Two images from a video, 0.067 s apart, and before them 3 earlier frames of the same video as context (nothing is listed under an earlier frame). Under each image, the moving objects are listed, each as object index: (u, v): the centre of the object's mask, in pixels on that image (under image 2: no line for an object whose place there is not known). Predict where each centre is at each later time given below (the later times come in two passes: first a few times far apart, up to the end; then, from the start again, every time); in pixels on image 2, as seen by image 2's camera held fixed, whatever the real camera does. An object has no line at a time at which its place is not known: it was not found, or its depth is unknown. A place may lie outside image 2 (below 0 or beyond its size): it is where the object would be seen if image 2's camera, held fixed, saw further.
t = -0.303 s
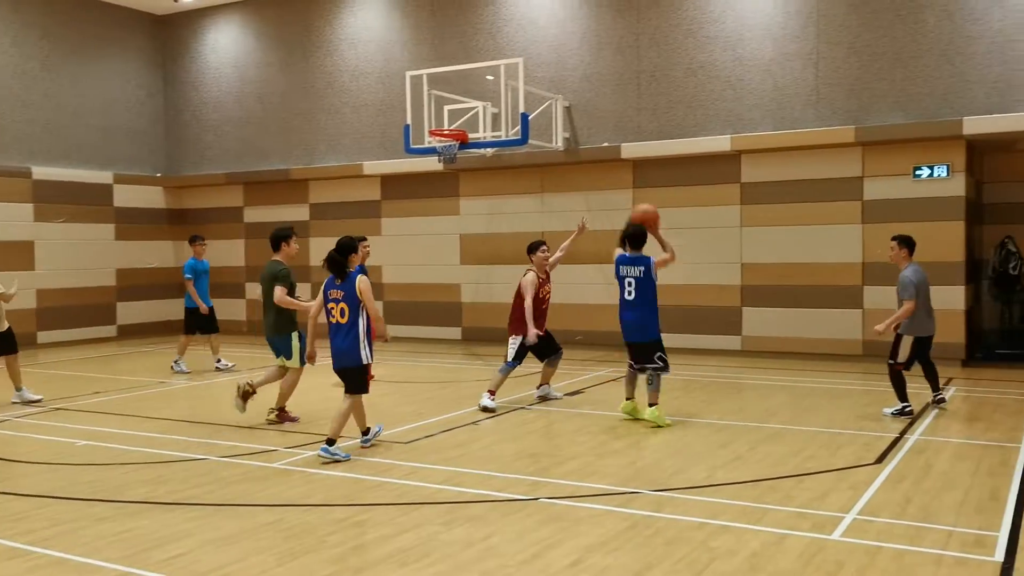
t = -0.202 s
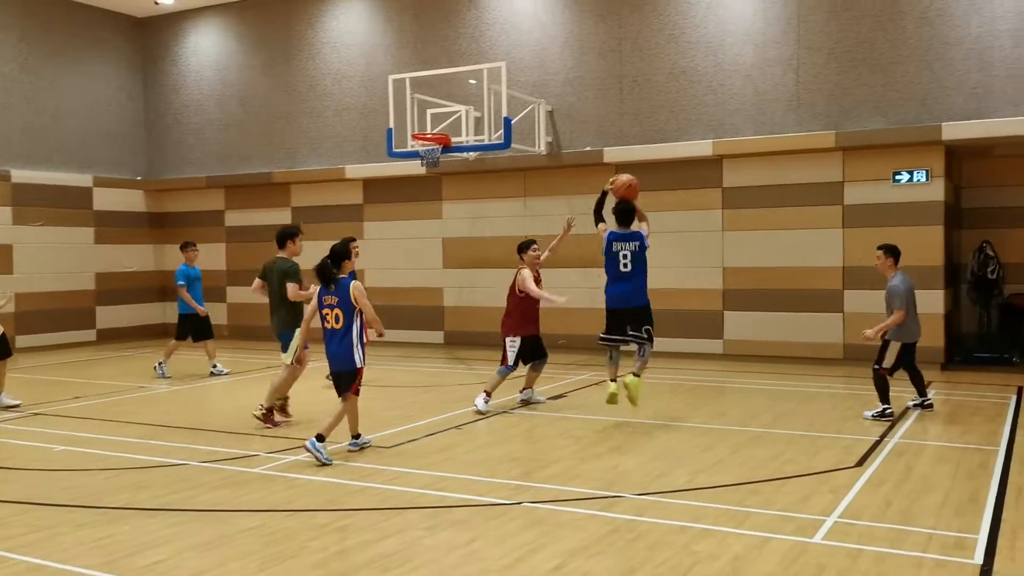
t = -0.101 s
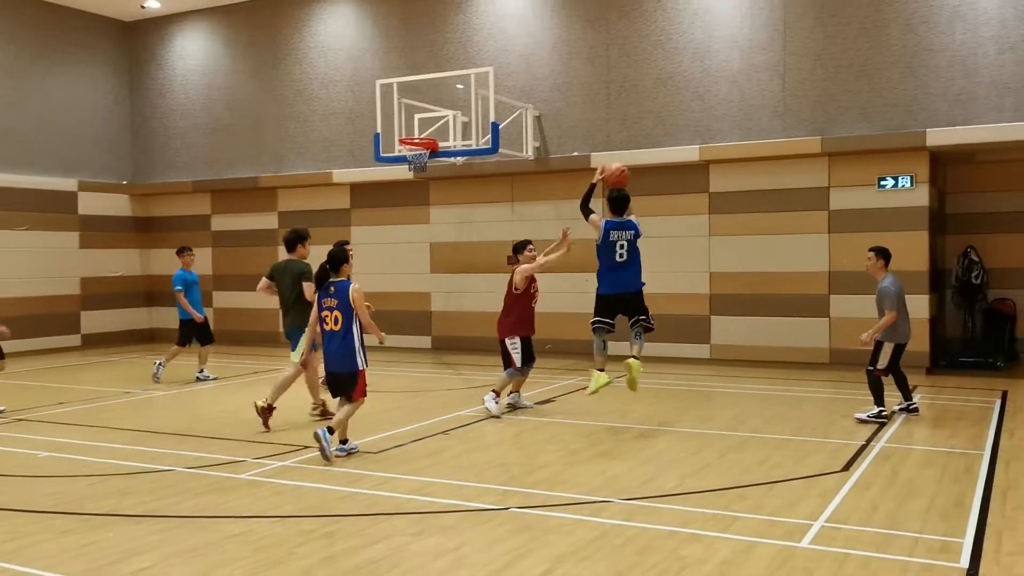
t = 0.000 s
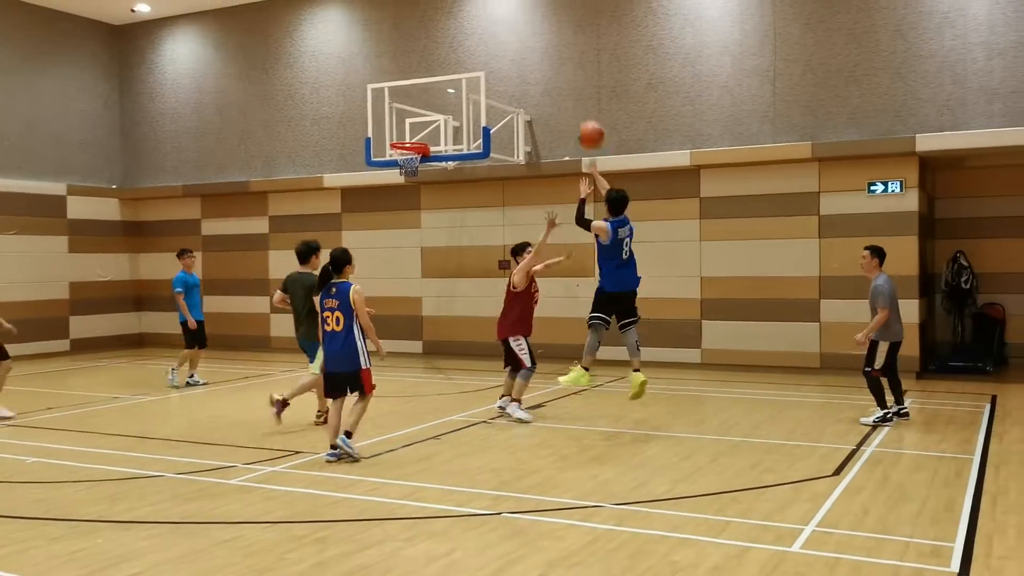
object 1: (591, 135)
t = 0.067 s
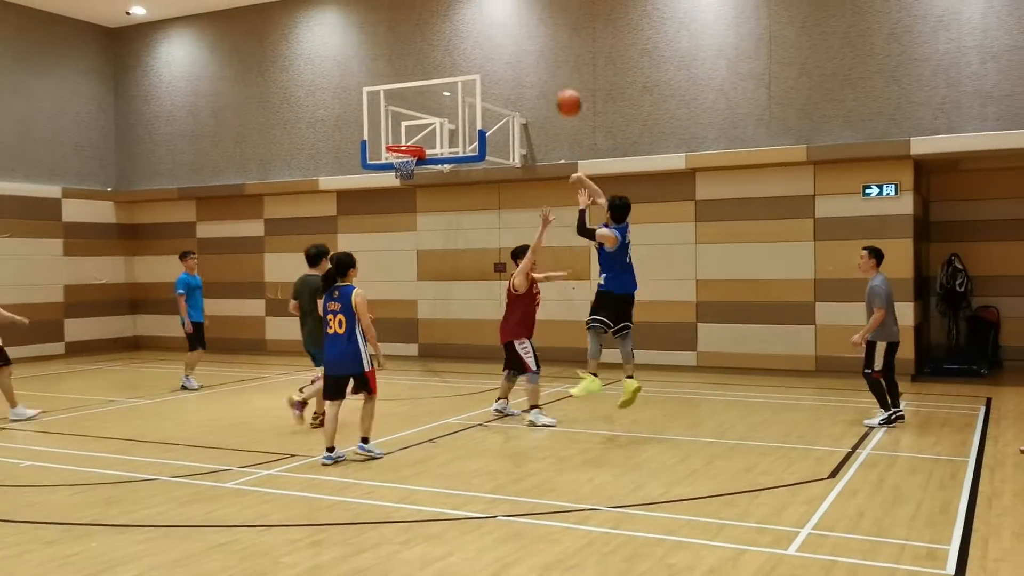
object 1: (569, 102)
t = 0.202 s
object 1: (538, 51)
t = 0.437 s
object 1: (490, 13)
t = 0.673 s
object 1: (451, 27)
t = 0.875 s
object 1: (423, 72)
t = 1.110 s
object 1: (399, 131)
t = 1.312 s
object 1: (405, 75)
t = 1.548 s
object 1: (413, 47)
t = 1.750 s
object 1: (420, 58)
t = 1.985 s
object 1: (429, 109)
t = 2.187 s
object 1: (438, 186)
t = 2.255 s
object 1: (440, 216)
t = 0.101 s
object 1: (561, 87)
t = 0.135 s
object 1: (553, 74)
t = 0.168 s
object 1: (545, 62)
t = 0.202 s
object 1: (538, 51)
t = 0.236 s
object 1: (530, 43)
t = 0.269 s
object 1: (523, 35)
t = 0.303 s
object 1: (516, 28)
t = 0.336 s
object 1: (509, 23)
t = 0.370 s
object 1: (503, 18)
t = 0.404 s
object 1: (496, 15)
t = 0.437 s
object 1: (490, 13)
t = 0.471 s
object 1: (484, 12)
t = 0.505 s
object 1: (478, 12)
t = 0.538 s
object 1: (473, 14)
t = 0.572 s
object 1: (467, 16)
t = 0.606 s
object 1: (461, 19)
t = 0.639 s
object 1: (456, 23)
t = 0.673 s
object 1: (451, 27)
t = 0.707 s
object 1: (446, 33)
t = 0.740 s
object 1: (441, 39)
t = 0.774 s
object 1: (437, 46)
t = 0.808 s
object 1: (432, 54)
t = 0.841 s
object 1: (427, 63)
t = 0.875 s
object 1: (423, 72)
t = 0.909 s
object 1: (418, 82)
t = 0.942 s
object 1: (414, 94)
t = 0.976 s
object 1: (410, 104)
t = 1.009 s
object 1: (405, 117)
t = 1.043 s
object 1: (401, 129)
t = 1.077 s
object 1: (398, 139)
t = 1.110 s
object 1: (399, 131)
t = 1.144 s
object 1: (399, 120)
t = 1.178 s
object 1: (401, 109)
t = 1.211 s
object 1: (402, 99)
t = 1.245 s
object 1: (403, 91)
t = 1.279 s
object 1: (404, 82)
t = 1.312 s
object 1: (405, 75)
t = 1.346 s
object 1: (406, 69)
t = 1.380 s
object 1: (407, 63)
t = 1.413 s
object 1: (409, 58)
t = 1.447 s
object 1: (410, 54)
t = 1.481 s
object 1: (411, 51)
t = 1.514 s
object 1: (412, 49)
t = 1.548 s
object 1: (413, 47)
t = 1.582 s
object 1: (414, 47)
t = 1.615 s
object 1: (415, 48)
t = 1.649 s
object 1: (416, 49)
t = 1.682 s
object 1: (418, 51)
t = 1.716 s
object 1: (419, 54)
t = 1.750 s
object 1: (420, 58)
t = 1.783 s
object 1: (422, 62)
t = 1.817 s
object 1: (423, 68)
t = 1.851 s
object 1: (424, 74)
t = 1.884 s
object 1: (426, 82)
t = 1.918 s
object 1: (427, 91)
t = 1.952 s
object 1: (429, 99)
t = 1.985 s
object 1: (429, 109)
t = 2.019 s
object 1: (431, 120)
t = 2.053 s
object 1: (433, 132)
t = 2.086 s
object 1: (434, 144)
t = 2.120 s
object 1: (435, 158)
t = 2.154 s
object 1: (437, 172)
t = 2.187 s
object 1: (438, 186)
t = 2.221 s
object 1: (439, 202)
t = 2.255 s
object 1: (440, 216)
